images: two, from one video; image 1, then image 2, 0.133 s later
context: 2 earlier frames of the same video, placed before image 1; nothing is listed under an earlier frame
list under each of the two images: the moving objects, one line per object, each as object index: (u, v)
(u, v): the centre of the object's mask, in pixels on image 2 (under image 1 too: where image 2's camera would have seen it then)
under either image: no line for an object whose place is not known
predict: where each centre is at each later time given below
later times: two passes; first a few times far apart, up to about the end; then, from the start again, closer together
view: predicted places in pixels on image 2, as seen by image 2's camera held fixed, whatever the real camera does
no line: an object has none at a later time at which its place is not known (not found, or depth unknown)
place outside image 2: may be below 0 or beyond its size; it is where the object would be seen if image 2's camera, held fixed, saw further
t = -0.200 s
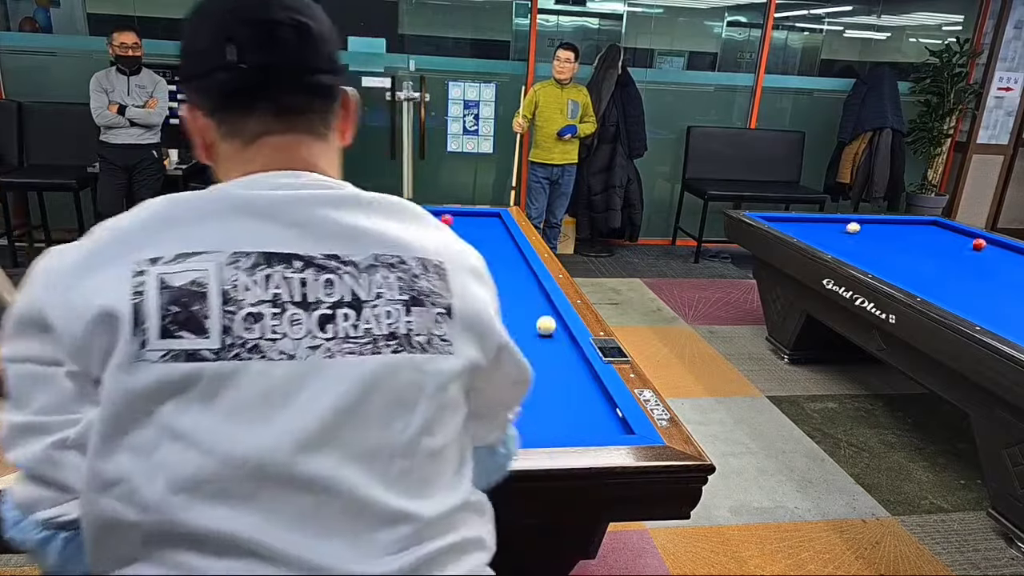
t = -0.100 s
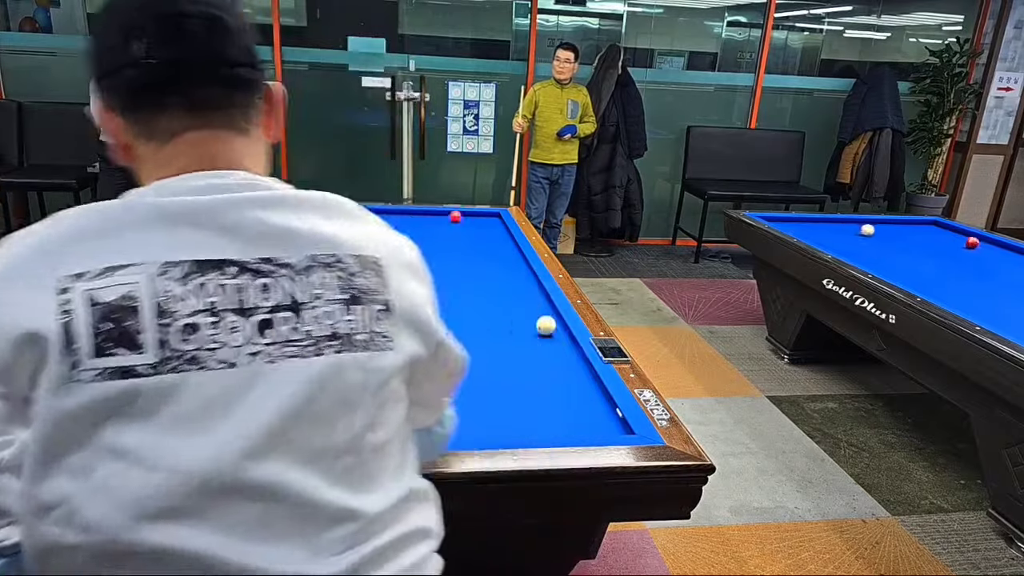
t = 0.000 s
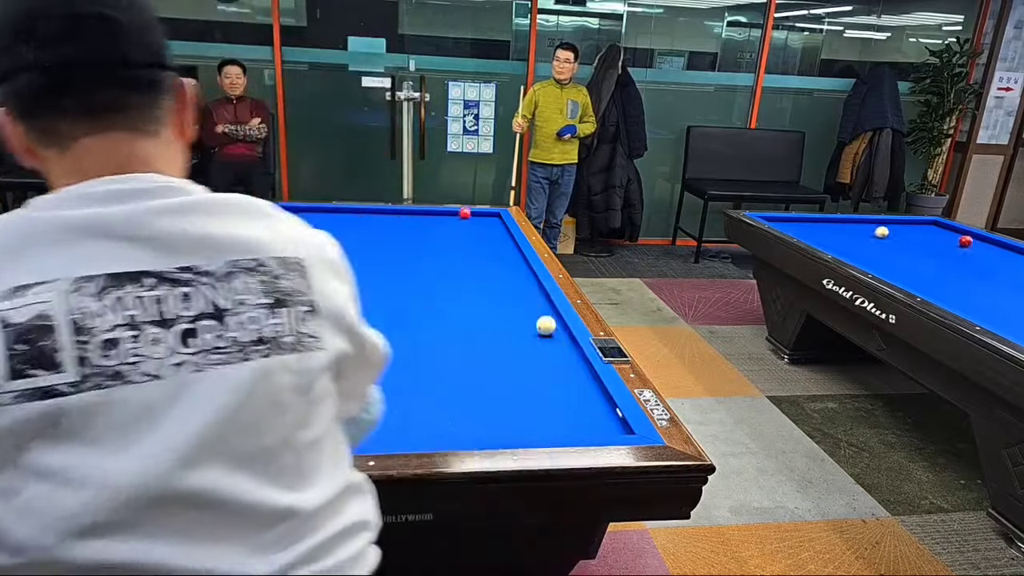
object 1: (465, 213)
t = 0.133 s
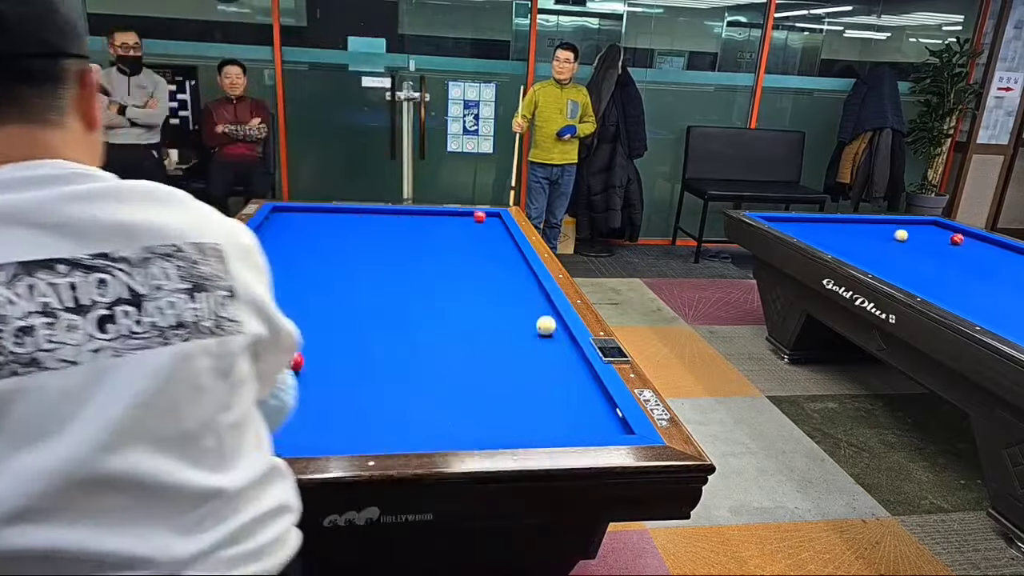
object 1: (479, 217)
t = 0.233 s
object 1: (491, 219)
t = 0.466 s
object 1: (489, 224)
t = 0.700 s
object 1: (477, 229)
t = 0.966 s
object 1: (461, 236)
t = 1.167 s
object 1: (450, 241)
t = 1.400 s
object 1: (436, 247)
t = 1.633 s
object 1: (421, 253)
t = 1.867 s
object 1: (406, 260)
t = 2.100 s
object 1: (389, 267)
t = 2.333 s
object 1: (372, 274)
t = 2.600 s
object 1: (350, 283)
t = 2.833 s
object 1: (330, 291)
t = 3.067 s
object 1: (309, 300)
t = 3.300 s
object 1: (286, 309)
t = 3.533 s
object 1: (262, 319)
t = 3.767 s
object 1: (236, 330)
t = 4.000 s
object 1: (209, 341)
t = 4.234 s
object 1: (180, 354)
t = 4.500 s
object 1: (161, 367)
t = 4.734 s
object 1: (163, 377)
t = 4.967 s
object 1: (166, 388)
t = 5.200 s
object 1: (169, 400)
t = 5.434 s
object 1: (172, 411)
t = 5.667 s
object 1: (175, 422)
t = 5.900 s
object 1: (179, 434)
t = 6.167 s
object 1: (185, 440)
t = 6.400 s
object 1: (195, 436)
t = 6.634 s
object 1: (205, 432)
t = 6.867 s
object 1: (214, 426)
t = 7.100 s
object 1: (221, 421)
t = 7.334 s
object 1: (228, 417)
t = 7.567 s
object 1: (234, 414)
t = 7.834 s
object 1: (240, 410)
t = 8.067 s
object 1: (244, 407)
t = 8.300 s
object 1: (247, 405)
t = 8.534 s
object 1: (249, 403)
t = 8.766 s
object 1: (251, 401)
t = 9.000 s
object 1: (252, 400)
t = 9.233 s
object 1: (253, 400)
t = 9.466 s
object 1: (254, 400)
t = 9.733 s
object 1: (255, 399)
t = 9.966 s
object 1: (255, 399)
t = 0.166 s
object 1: (483, 217)
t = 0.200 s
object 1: (487, 218)
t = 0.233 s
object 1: (491, 219)
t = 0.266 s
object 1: (495, 219)
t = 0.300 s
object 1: (498, 221)
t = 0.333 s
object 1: (496, 221)
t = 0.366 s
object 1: (494, 222)
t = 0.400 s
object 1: (492, 223)
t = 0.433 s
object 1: (490, 224)
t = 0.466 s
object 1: (489, 224)
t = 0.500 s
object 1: (487, 225)
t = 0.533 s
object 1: (485, 226)
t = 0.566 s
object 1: (484, 226)
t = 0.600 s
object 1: (482, 227)
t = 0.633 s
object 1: (481, 228)
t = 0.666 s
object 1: (479, 229)
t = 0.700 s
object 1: (477, 229)
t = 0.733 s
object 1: (475, 230)
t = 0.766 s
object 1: (474, 231)
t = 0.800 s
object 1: (472, 231)
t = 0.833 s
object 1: (470, 232)
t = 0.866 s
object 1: (468, 233)
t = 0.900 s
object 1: (467, 234)
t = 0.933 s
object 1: (463, 235)
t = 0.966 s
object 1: (461, 236)
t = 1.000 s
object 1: (459, 237)
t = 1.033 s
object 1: (457, 238)
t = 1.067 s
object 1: (456, 239)
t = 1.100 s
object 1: (454, 239)
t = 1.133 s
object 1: (452, 240)
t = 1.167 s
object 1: (450, 241)
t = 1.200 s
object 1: (448, 242)
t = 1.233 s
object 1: (446, 243)
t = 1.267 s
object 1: (444, 243)
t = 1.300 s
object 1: (442, 244)
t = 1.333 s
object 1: (440, 245)
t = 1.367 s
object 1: (438, 246)
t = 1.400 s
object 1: (436, 247)
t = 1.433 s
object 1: (434, 248)
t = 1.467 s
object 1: (432, 249)
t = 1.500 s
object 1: (430, 250)
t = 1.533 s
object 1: (428, 251)
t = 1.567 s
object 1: (426, 252)
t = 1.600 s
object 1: (424, 252)
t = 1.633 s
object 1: (421, 253)
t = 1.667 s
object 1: (419, 254)
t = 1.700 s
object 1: (417, 255)
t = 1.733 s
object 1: (415, 256)
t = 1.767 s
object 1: (413, 257)
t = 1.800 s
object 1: (411, 258)
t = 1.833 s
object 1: (408, 259)
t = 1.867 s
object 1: (406, 260)
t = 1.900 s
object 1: (404, 261)
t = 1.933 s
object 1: (401, 262)
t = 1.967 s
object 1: (399, 263)
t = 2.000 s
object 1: (397, 264)
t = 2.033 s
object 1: (394, 265)
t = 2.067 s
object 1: (392, 266)
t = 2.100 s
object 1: (389, 267)
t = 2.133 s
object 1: (387, 268)
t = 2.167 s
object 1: (385, 269)
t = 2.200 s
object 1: (382, 270)
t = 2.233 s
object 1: (380, 271)
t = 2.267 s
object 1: (377, 272)
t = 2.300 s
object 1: (374, 273)
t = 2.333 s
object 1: (372, 274)
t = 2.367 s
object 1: (369, 275)
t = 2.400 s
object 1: (367, 276)
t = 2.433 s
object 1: (364, 278)
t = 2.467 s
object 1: (361, 279)
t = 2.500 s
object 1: (359, 280)
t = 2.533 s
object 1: (356, 281)
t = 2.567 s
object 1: (353, 282)
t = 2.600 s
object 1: (350, 283)
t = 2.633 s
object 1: (348, 284)
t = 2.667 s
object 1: (345, 285)
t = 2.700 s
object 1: (342, 286)
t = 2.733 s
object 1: (339, 288)
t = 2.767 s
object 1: (336, 289)
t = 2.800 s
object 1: (333, 290)
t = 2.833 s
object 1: (330, 291)
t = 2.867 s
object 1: (327, 293)
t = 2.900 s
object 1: (324, 294)
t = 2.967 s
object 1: (318, 296)
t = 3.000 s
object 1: (315, 298)
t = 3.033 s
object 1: (312, 299)
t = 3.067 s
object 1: (309, 300)
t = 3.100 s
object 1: (306, 301)
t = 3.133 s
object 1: (303, 303)
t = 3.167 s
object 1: (299, 304)
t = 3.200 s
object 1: (296, 305)
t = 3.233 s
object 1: (293, 307)
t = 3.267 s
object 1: (290, 308)
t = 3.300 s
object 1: (286, 309)
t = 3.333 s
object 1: (283, 311)
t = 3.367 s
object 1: (279, 312)
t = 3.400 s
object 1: (276, 313)
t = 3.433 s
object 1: (272, 315)
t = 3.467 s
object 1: (269, 317)
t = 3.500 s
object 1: (266, 318)
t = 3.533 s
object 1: (262, 319)
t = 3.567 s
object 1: (258, 321)
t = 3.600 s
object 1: (255, 322)
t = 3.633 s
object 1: (251, 324)
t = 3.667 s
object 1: (248, 325)
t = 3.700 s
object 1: (244, 327)
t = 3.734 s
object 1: (240, 328)
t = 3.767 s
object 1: (236, 330)
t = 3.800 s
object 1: (233, 332)
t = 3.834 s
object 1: (229, 333)
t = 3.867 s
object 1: (225, 335)
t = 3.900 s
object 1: (221, 336)
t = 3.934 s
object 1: (217, 338)
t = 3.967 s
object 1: (213, 339)
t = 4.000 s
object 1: (209, 341)
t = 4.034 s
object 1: (205, 343)
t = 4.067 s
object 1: (201, 345)
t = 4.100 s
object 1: (197, 346)
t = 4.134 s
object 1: (192, 348)
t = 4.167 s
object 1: (188, 350)
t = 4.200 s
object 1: (184, 352)
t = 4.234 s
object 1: (180, 354)
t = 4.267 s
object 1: (176, 355)
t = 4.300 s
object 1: (171, 357)
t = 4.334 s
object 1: (167, 359)
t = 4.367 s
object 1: (162, 360)
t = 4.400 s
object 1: (159, 362)
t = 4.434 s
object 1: (160, 364)
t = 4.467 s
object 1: (160, 365)
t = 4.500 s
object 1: (161, 367)
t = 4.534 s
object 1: (161, 368)
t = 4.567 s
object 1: (162, 370)
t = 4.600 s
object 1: (162, 371)
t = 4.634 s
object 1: (162, 373)
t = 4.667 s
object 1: (163, 374)
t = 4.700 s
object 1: (163, 376)
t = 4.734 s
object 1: (163, 377)
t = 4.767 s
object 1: (164, 379)
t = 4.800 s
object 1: (164, 380)
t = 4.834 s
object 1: (165, 382)
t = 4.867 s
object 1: (165, 384)
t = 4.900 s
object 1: (166, 385)
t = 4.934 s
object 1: (166, 387)
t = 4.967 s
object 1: (166, 388)
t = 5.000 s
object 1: (167, 390)
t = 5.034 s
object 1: (167, 392)
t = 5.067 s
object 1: (167, 393)
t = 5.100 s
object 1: (168, 395)
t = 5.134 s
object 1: (168, 396)
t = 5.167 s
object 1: (168, 398)
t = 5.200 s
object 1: (169, 400)
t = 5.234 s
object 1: (169, 401)
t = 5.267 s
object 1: (170, 403)
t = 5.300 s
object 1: (170, 404)
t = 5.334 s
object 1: (171, 406)
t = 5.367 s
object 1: (171, 408)
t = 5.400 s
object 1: (171, 409)
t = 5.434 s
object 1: (172, 411)
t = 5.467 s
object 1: (172, 413)
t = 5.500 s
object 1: (173, 414)
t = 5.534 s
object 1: (173, 416)
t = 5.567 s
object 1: (174, 418)
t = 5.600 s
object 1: (174, 419)
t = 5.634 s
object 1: (175, 421)
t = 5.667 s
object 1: (175, 422)
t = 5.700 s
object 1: (176, 424)
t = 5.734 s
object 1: (176, 426)
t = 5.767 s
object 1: (177, 427)
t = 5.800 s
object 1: (177, 429)
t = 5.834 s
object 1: (178, 431)
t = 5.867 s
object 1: (178, 432)
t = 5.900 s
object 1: (179, 434)
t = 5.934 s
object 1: (179, 435)
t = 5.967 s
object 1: (180, 436)
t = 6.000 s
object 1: (181, 437)
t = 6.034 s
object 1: (181, 438)
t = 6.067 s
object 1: (182, 439)
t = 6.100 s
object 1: (183, 440)
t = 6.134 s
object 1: (183, 441)
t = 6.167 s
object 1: (185, 440)
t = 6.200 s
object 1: (186, 439)
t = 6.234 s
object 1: (188, 439)
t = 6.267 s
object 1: (189, 439)
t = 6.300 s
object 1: (191, 438)
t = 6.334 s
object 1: (193, 437)
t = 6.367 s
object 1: (194, 437)
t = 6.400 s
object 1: (195, 436)
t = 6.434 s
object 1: (197, 436)
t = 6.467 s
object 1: (198, 435)
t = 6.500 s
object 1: (200, 434)
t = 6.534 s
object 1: (201, 434)
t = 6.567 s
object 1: (202, 433)
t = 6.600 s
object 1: (204, 432)
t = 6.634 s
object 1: (205, 432)
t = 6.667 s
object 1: (206, 431)
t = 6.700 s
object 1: (208, 430)
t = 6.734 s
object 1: (209, 429)
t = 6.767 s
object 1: (210, 428)
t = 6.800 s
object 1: (211, 427)
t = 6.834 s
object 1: (212, 427)
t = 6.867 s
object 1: (214, 426)
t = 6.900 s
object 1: (215, 425)
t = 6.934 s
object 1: (216, 425)
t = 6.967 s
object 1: (217, 424)
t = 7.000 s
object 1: (218, 424)
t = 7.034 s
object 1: (219, 423)
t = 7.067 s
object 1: (220, 422)
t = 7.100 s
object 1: (221, 421)
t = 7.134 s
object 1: (222, 421)
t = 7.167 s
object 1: (223, 420)
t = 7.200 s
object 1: (225, 419)
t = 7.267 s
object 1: (226, 418)
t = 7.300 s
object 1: (227, 418)
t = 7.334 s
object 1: (228, 417)
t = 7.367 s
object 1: (229, 417)
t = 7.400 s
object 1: (230, 416)
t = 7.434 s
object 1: (231, 415)
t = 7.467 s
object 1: (232, 415)
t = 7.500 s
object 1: (232, 414)
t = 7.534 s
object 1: (233, 414)
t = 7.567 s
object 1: (234, 414)
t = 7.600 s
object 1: (235, 413)
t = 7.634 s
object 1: (236, 413)
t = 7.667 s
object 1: (236, 412)
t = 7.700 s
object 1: (237, 412)
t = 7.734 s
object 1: (238, 411)
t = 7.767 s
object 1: (238, 411)
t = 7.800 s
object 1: (239, 410)
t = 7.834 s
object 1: (240, 410)
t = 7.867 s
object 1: (240, 409)
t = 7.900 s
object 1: (241, 409)
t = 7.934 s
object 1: (242, 409)
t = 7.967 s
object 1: (242, 408)
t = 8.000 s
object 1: (243, 408)
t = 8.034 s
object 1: (243, 407)
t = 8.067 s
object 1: (244, 407)
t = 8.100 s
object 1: (245, 407)
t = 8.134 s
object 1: (245, 406)
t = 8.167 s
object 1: (246, 406)
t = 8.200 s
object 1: (246, 406)
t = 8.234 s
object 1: (246, 405)
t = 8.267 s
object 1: (247, 405)
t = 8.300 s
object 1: (247, 405)
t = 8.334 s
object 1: (248, 404)
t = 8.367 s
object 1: (248, 404)
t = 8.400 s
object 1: (249, 404)
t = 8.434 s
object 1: (249, 403)
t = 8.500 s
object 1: (249, 403)
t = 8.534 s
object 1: (249, 403)
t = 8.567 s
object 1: (249, 403)
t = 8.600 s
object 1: (250, 402)
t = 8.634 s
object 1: (250, 402)
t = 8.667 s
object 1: (250, 402)
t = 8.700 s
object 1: (250, 402)
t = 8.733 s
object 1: (250, 402)
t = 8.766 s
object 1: (251, 401)
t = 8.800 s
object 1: (251, 401)
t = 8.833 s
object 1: (251, 401)
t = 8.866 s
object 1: (251, 401)
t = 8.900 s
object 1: (252, 401)
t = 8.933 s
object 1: (252, 401)
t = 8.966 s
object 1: (252, 400)
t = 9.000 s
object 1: (252, 400)
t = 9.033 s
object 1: (252, 400)
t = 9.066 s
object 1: (253, 400)
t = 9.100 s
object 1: (253, 400)
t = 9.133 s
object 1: (253, 400)
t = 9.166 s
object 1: (253, 400)
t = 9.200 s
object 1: (253, 400)
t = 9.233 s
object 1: (253, 400)
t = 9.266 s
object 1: (253, 400)
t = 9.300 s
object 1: (253, 400)
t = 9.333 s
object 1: (253, 400)
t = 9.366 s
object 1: (254, 400)
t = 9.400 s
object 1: (254, 400)
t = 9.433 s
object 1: (254, 400)
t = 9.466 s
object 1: (254, 400)
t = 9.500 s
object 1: (254, 400)
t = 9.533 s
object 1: (254, 399)
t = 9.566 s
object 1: (254, 399)
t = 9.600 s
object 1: (254, 399)
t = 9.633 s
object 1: (255, 399)
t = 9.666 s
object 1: (255, 399)
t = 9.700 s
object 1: (255, 399)
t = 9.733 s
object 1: (255, 399)
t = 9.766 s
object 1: (255, 399)
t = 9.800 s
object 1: (255, 399)
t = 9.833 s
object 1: (255, 399)
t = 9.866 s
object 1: (255, 399)
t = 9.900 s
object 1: (255, 399)
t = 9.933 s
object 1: (255, 399)
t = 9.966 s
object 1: (255, 399)
